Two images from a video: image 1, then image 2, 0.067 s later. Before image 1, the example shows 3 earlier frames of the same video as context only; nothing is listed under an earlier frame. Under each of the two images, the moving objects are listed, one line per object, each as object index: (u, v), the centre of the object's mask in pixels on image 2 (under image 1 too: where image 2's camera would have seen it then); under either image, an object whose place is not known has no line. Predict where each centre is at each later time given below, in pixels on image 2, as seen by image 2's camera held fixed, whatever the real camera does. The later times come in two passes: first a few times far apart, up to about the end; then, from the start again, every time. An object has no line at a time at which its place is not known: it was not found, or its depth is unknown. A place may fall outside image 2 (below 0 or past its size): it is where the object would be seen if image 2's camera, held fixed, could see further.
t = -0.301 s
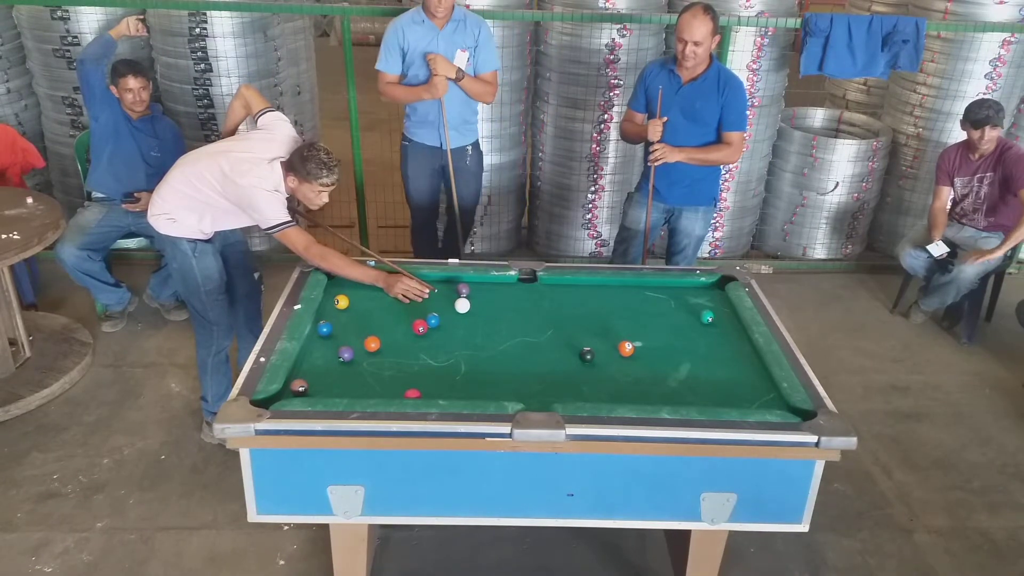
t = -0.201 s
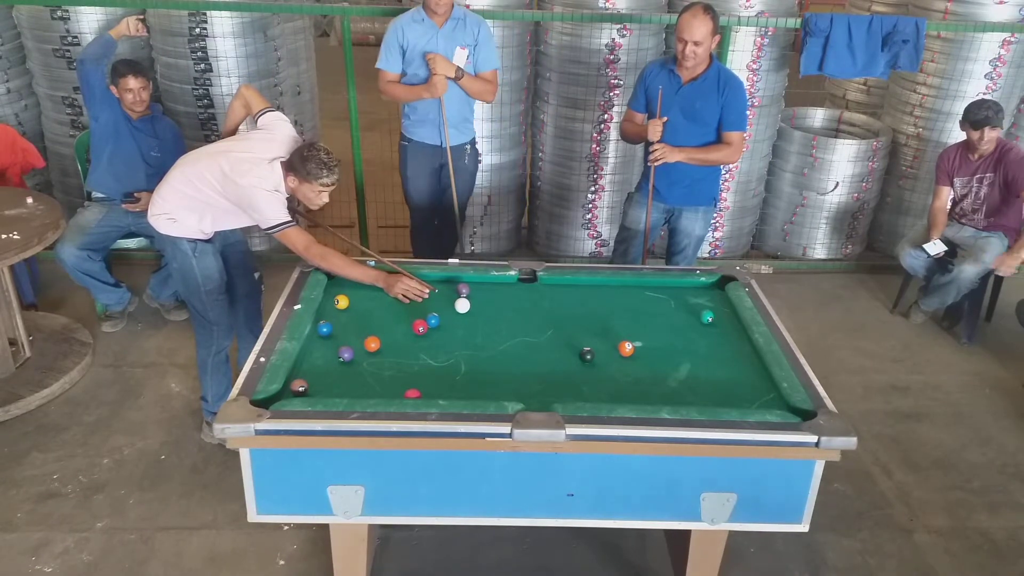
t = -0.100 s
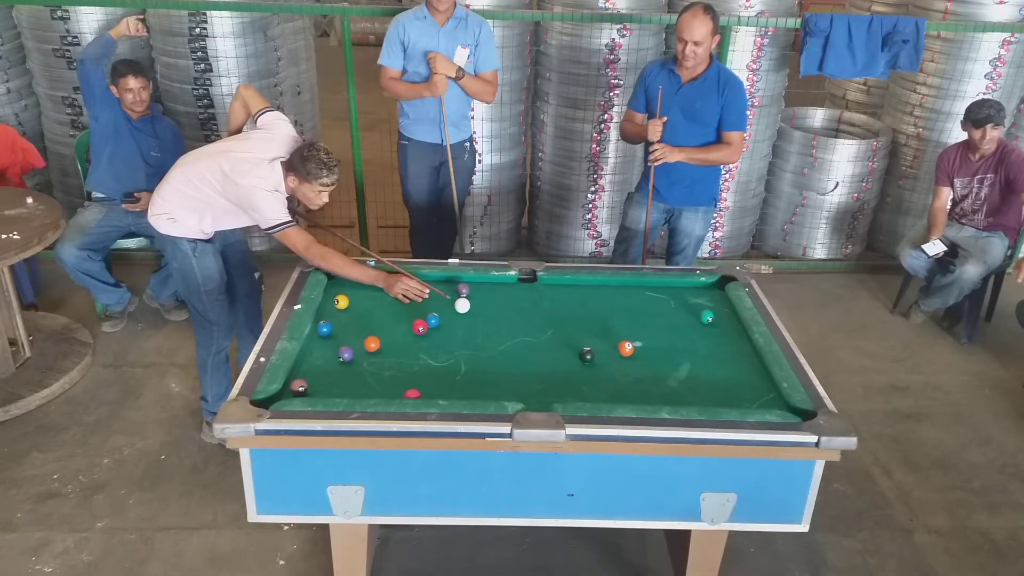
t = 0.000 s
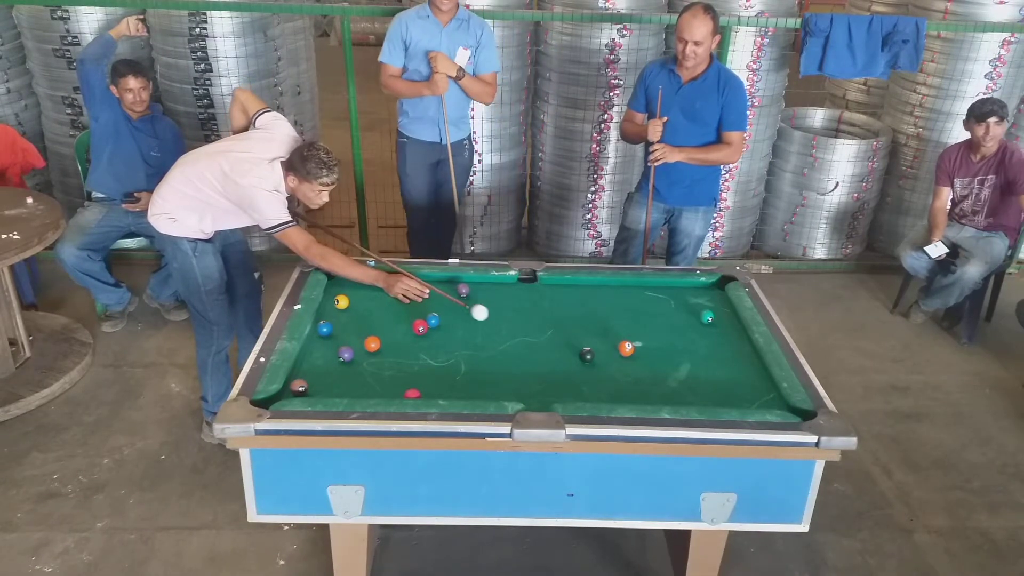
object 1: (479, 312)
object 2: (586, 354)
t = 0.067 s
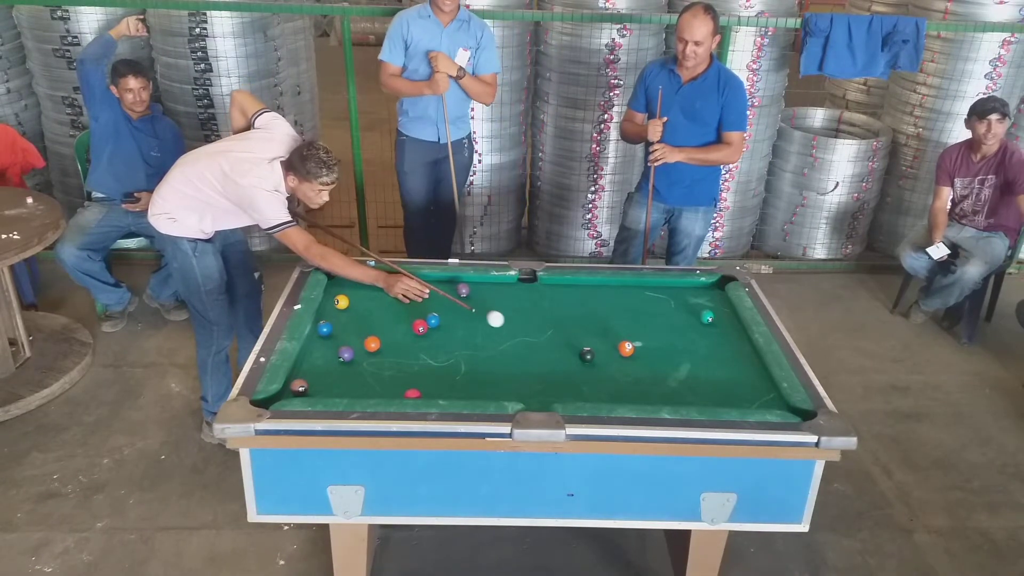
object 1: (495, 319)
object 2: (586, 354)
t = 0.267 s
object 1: (543, 339)
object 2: (586, 354)
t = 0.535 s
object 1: (581, 359)
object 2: (623, 365)
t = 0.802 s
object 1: (602, 373)
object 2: (680, 383)
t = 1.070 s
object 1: (622, 387)
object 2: (739, 399)
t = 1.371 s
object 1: (644, 399)
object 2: (778, 404)
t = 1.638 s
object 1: (652, 395)
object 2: (759, 402)
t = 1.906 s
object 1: (659, 389)
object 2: (745, 401)
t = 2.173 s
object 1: (665, 385)
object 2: (736, 400)
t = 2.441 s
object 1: (669, 382)
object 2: (729, 398)
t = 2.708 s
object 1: (672, 380)
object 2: (727, 398)
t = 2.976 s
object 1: (673, 379)
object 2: (727, 398)
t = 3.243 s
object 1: (673, 379)
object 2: (727, 398)
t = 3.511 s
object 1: (673, 379)
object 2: (727, 398)
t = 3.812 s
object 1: (673, 379)
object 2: (727, 398)
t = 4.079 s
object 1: (673, 379)
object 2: (727, 398)
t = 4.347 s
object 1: (673, 379)
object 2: (727, 398)
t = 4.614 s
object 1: (673, 379)
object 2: (727, 398)
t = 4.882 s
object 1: (673, 379)
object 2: (727, 398)
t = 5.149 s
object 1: (673, 379)
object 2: (727, 398)
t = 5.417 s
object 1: (673, 379)
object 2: (727, 398)
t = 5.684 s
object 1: (673, 379)
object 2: (727, 398)
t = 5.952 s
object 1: (673, 379)
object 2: (727, 398)
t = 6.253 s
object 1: (673, 379)
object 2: (727, 398)
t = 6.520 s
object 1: (673, 379)
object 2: (727, 398)
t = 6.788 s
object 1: (673, 379)
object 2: (727, 398)
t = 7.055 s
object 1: (673, 379)
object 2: (727, 398)
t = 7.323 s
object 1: (673, 379)
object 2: (727, 398)
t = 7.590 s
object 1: (673, 379)
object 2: (727, 398)
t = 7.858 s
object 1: (673, 379)
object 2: (727, 398)
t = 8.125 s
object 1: (673, 379)
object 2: (727, 398)
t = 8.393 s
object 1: (673, 379)
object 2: (727, 398)
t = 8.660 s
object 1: (673, 379)
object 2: (727, 398)
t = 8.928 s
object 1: (673, 379)
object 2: (727, 398)
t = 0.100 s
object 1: (503, 322)
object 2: (586, 354)
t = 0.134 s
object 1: (511, 325)
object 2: (586, 354)
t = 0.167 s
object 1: (519, 329)
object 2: (586, 354)
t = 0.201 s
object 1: (527, 332)
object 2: (586, 354)
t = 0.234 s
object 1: (535, 335)
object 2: (586, 354)
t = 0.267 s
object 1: (543, 339)
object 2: (586, 354)
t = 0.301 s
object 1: (551, 342)
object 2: (586, 354)
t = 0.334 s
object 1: (560, 346)
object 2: (586, 354)
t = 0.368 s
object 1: (568, 349)
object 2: (587, 354)
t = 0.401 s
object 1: (572, 351)
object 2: (590, 354)
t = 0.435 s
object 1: (574, 353)
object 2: (601, 357)
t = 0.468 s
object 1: (576, 355)
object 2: (610, 361)
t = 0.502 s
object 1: (579, 357)
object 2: (618, 363)
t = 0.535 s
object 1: (581, 359)
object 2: (623, 365)
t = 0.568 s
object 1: (584, 360)
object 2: (630, 366)
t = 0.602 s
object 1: (587, 362)
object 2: (639, 370)
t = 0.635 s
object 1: (589, 364)
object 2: (646, 373)
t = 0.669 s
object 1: (592, 366)
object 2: (651, 374)
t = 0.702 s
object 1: (594, 368)
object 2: (660, 376)
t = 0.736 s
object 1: (597, 369)
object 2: (668, 379)
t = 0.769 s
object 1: (599, 371)
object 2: (673, 381)
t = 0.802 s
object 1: (602, 373)
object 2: (680, 383)
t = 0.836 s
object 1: (604, 375)
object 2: (689, 385)
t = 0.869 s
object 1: (607, 376)
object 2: (696, 388)
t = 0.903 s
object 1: (610, 378)
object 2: (702, 389)
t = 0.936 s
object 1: (612, 380)
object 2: (710, 391)
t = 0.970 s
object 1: (615, 382)
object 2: (718, 394)
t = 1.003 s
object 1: (617, 384)
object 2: (724, 398)
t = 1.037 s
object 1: (620, 385)
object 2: (731, 398)
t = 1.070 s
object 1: (622, 387)
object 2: (739, 399)
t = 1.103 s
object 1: (625, 389)
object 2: (747, 400)
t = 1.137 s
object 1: (627, 391)
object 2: (752, 403)
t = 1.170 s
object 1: (630, 392)
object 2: (761, 402)
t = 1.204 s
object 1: (632, 394)
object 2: (768, 404)
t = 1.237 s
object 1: (634, 395)
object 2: (773, 404)
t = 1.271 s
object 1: (637, 396)
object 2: (778, 404)
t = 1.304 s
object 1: (639, 398)
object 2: (781, 404)
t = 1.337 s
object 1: (642, 399)
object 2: (780, 404)
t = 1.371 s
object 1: (644, 399)
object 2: (778, 404)
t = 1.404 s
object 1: (645, 399)
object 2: (775, 405)
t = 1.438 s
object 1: (646, 398)
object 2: (772, 404)
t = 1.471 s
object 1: (647, 397)
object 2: (770, 405)
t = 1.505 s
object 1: (648, 397)
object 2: (768, 404)
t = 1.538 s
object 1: (649, 396)
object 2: (766, 403)
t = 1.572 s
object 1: (650, 396)
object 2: (763, 403)
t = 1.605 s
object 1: (651, 395)
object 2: (761, 403)
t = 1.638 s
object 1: (652, 395)
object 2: (759, 402)
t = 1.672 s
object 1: (653, 394)
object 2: (756, 402)
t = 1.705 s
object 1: (654, 394)
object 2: (754, 402)
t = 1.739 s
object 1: (655, 393)
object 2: (753, 402)
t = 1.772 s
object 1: (656, 392)
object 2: (751, 402)
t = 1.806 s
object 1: (656, 391)
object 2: (749, 402)
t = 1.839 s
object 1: (657, 390)
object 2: (747, 402)
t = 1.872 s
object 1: (658, 390)
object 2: (746, 402)
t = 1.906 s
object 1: (659, 389)
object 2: (745, 401)
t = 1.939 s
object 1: (660, 389)
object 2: (744, 401)
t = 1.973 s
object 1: (661, 388)
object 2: (743, 401)
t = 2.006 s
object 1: (661, 387)
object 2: (742, 401)
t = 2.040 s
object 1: (662, 387)
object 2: (740, 400)
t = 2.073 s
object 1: (663, 386)
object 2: (739, 400)
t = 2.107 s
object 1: (663, 386)
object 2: (738, 400)
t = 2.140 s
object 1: (664, 385)
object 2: (737, 400)
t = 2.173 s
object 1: (665, 385)
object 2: (736, 400)
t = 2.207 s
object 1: (665, 384)
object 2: (735, 400)
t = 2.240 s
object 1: (666, 384)
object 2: (734, 399)
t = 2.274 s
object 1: (667, 384)
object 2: (733, 399)
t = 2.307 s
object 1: (667, 383)
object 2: (732, 399)
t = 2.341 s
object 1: (668, 383)
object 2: (731, 399)
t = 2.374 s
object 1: (668, 382)
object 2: (730, 398)
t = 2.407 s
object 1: (669, 382)
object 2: (730, 398)
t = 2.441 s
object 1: (669, 382)
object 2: (729, 398)
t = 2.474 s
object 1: (669, 381)
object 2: (729, 398)
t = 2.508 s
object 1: (670, 381)
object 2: (728, 398)
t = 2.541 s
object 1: (670, 381)
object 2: (728, 398)
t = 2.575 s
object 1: (671, 381)
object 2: (728, 398)
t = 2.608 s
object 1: (671, 380)
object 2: (728, 398)
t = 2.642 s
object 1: (671, 380)
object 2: (727, 398)
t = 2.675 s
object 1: (672, 380)
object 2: (727, 398)
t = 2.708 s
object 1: (672, 380)
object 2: (727, 398)
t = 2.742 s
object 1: (672, 380)
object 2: (727, 398)
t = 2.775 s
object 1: (672, 380)
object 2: (727, 398)
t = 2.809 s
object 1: (673, 380)
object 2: (727, 398)
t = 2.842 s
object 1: (673, 379)
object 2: (727, 398)
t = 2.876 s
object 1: (673, 379)
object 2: (727, 398)
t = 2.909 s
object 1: (673, 379)
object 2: (727, 398)
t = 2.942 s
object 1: (673, 379)
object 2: (727, 398)
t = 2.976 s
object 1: (673, 379)
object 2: (727, 398)
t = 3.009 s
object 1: (673, 379)
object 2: (727, 398)
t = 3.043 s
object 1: (673, 379)
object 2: (727, 398)
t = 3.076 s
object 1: (673, 379)
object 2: (727, 398)
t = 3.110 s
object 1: (673, 379)
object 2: (727, 398)
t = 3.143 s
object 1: (673, 379)
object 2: (727, 398)
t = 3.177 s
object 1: (673, 379)
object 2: (727, 398)
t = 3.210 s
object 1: (673, 379)
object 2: (727, 398)
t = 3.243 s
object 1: (673, 379)
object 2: (727, 398)
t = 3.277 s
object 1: (673, 379)
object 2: (727, 398)
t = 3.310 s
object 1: (673, 379)
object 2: (727, 398)
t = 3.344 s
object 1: (673, 379)
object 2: (727, 398)
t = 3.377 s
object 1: (673, 379)
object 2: (727, 398)
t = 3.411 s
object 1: (673, 379)
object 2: (727, 398)
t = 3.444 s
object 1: (673, 379)
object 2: (727, 398)
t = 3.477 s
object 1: (673, 379)
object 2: (727, 398)
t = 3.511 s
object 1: (673, 379)
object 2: (727, 398)
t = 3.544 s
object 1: (673, 379)
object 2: (727, 398)
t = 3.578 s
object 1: (673, 379)
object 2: (727, 398)
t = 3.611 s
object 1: (673, 379)
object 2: (727, 398)
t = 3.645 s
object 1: (673, 379)
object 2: (727, 398)
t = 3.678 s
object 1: (673, 379)
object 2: (727, 398)
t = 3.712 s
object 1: (673, 379)
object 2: (727, 398)
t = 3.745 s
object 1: (673, 379)
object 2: (727, 398)
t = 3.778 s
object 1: (673, 379)
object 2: (727, 398)
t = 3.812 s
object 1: (673, 379)
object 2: (727, 398)
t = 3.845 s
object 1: (673, 379)
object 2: (727, 398)
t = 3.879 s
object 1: (673, 379)
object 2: (727, 398)
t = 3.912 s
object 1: (673, 379)
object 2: (727, 398)
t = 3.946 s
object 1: (673, 379)
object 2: (727, 398)
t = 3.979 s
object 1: (673, 379)
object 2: (727, 398)
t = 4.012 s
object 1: (673, 379)
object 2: (727, 398)
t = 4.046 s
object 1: (673, 379)
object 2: (727, 398)
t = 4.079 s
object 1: (673, 379)
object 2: (727, 398)
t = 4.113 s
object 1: (673, 379)
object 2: (727, 398)
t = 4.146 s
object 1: (673, 379)
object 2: (727, 398)
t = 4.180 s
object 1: (673, 379)
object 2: (727, 398)
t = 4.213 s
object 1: (673, 379)
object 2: (727, 398)
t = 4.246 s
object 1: (673, 379)
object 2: (727, 398)
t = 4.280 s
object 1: (673, 379)
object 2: (727, 398)
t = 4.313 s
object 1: (673, 379)
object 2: (727, 398)
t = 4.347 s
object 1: (673, 379)
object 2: (727, 398)
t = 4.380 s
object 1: (673, 379)
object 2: (727, 398)
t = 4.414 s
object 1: (673, 379)
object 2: (727, 398)
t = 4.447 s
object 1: (673, 379)
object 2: (727, 398)
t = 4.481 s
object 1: (673, 379)
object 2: (727, 398)
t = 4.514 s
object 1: (673, 379)
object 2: (727, 398)
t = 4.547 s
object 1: (673, 379)
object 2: (727, 398)
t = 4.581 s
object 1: (673, 379)
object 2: (727, 398)
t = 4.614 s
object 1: (673, 379)
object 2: (727, 398)
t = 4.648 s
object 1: (673, 379)
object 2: (727, 398)
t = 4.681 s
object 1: (673, 379)
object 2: (727, 398)
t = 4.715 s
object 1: (673, 379)
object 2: (727, 398)
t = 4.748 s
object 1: (673, 379)
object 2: (727, 398)
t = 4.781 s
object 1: (673, 379)
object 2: (727, 398)
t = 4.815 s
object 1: (673, 379)
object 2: (727, 398)
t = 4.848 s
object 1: (673, 379)
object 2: (727, 398)
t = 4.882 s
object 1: (673, 379)
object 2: (727, 398)
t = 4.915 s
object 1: (673, 379)
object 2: (727, 398)
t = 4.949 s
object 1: (673, 379)
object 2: (727, 398)
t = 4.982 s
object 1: (673, 379)
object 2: (727, 398)
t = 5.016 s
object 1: (673, 379)
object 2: (727, 398)
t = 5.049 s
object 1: (673, 379)
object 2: (727, 398)
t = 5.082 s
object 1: (673, 379)
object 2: (727, 398)
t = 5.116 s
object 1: (673, 379)
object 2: (727, 398)
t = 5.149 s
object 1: (673, 379)
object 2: (727, 398)
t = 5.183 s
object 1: (673, 379)
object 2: (727, 398)
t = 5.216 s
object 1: (673, 379)
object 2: (727, 398)
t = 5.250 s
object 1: (673, 379)
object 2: (727, 398)
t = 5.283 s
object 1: (673, 379)
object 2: (727, 398)
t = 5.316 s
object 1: (673, 379)
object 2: (727, 398)
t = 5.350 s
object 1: (673, 379)
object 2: (727, 398)
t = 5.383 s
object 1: (673, 379)
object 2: (727, 398)
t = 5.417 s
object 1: (673, 379)
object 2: (727, 398)
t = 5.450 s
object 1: (673, 379)
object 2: (727, 398)
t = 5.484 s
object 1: (673, 379)
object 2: (727, 398)
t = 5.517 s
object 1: (673, 379)
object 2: (727, 398)
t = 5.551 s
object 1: (673, 379)
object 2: (727, 398)
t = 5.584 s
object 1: (673, 379)
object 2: (727, 398)
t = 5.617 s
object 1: (673, 379)
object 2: (727, 398)
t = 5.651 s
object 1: (673, 379)
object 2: (727, 398)
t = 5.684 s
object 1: (673, 379)
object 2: (727, 398)
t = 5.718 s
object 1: (673, 379)
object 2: (727, 398)
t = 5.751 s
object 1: (673, 379)
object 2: (727, 398)
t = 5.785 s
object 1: (673, 379)
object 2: (727, 398)
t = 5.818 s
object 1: (673, 379)
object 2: (727, 398)
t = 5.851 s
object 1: (673, 379)
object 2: (727, 398)
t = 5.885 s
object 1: (673, 379)
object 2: (727, 398)
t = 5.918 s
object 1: (673, 379)
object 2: (727, 398)
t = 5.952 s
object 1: (673, 379)
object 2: (727, 398)
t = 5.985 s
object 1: (673, 379)
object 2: (727, 398)
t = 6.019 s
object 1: (673, 379)
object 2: (727, 398)
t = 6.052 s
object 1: (673, 379)
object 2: (727, 398)
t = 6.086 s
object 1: (673, 379)
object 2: (727, 398)
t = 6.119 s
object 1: (673, 379)
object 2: (727, 398)
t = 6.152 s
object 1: (673, 379)
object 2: (727, 398)
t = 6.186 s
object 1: (673, 379)
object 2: (727, 398)
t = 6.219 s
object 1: (673, 379)
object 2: (727, 398)
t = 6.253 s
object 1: (673, 379)
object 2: (727, 398)
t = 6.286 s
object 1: (673, 379)
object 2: (727, 398)
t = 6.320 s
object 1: (673, 379)
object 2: (727, 398)
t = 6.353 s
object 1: (673, 379)
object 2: (727, 398)
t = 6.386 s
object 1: (673, 379)
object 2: (727, 398)
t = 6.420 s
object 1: (673, 379)
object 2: (727, 398)
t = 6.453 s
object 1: (673, 379)
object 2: (727, 398)
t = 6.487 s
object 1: (673, 379)
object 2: (727, 398)
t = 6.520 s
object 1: (673, 379)
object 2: (727, 398)
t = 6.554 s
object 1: (673, 379)
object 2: (727, 398)
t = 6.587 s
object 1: (673, 379)
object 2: (727, 398)
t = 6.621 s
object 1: (673, 379)
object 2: (727, 398)
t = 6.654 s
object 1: (673, 379)
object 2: (727, 398)
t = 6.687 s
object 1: (673, 379)
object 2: (727, 398)
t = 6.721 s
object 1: (673, 379)
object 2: (727, 398)
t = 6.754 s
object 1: (673, 379)
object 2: (727, 398)
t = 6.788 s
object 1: (673, 379)
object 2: (727, 398)
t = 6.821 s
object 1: (673, 379)
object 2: (727, 398)
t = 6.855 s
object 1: (673, 379)
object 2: (727, 398)
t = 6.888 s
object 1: (673, 379)
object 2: (727, 398)
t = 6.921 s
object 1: (673, 379)
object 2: (727, 398)
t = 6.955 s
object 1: (673, 379)
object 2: (727, 398)
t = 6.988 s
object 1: (673, 379)
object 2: (727, 398)
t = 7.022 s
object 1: (673, 379)
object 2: (727, 398)
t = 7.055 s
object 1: (673, 379)
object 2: (727, 398)
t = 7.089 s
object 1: (673, 379)
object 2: (727, 398)
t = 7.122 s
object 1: (673, 379)
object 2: (727, 398)
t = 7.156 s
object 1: (673, 379)
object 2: (727, 398)
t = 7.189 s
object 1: (673, 379)
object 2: (727, 398)
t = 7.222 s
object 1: (673, 379)
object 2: (727, 398)
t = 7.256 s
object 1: (673, 379)
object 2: (727, 398)
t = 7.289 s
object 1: (673, 379)
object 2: (727, 398)
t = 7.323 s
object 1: (673, 379)
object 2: (727, 398)
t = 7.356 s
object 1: (673, 379)
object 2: (727, 398)
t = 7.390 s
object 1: (673, 379)
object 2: (727, 398)
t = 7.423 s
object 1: (673, 379)
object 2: (727, 398)
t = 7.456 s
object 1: (673, 379)
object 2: (727, 398)
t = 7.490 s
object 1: (673, 379)
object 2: (727, 398)
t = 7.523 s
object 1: (673, 379)
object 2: (727, 398)
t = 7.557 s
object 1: (673, 379)
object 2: (727, 398)
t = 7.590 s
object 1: (673, 379)
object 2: (727, 398)
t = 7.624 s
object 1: (673, 379)
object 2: (727, 398)
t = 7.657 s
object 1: (673, 379)
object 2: (727, 398)
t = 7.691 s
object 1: (673, 379)
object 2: (727, 398)
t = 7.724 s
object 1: (673, 379)
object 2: (727, 398)
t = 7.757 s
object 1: (673, 379)
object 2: (727, 398)
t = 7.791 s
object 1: (673, 379)
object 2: (727, 398)
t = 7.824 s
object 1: (673, 379)
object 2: (727, 398)
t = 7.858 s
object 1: (673, 379)
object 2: (727, 398)
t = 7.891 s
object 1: (673, 379)
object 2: (727, 398)
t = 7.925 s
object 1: (673, 379)
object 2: (727, 398)
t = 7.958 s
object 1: (673, 379)
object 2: (727, 398)
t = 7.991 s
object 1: (673, 379)
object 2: (727, 398)
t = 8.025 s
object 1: (673, 379)
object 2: (727, 398)
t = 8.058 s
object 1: (673, 379)
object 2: (727, 398)
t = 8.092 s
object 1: (673, 379)
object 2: (727, 398)
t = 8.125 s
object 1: (673, 379)
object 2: (727, 398)
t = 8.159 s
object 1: (673, 379)
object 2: (727, 398)
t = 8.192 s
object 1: (673, 379)
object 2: (727, 398)
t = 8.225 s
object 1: (673, 379)
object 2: (727, 398)
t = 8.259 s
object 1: (673, 379)
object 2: (727, 398)
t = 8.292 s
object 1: (673, 379)
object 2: (727, 398)
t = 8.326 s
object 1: (673, 379)
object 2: (727, 398)
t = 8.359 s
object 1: (673, 379)
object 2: (727, 398)
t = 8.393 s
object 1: (673, 379)
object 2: (727, 398)
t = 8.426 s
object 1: (673, 379)
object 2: (727, 398)
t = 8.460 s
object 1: (673, 379)
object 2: (727, 398)
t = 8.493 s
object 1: (673, 379)
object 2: (727, 398)
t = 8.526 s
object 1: (673, 379)
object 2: (727, 398)
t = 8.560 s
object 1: (673, 379)
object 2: (727, 398)
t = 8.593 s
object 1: (673, 379)
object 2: (727, 398)
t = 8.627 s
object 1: (673, 379)
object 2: (727, 398)
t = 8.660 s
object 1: (673, 379)
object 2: (727, 398)
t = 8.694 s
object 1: (673, 379)
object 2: (727, 398)
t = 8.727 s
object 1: (673, 379)
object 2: (727, 398)
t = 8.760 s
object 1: (673, 379)
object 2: (727, 398)
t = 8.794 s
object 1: (673, 379)
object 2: (727, 398)
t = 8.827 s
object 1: (673, 379)
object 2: (727, 398)
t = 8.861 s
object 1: (673, 379)
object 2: (727, 398)
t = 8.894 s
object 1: (673, 379)
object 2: (727, 398)
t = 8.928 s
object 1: (673, 379)
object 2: (727, 398)
